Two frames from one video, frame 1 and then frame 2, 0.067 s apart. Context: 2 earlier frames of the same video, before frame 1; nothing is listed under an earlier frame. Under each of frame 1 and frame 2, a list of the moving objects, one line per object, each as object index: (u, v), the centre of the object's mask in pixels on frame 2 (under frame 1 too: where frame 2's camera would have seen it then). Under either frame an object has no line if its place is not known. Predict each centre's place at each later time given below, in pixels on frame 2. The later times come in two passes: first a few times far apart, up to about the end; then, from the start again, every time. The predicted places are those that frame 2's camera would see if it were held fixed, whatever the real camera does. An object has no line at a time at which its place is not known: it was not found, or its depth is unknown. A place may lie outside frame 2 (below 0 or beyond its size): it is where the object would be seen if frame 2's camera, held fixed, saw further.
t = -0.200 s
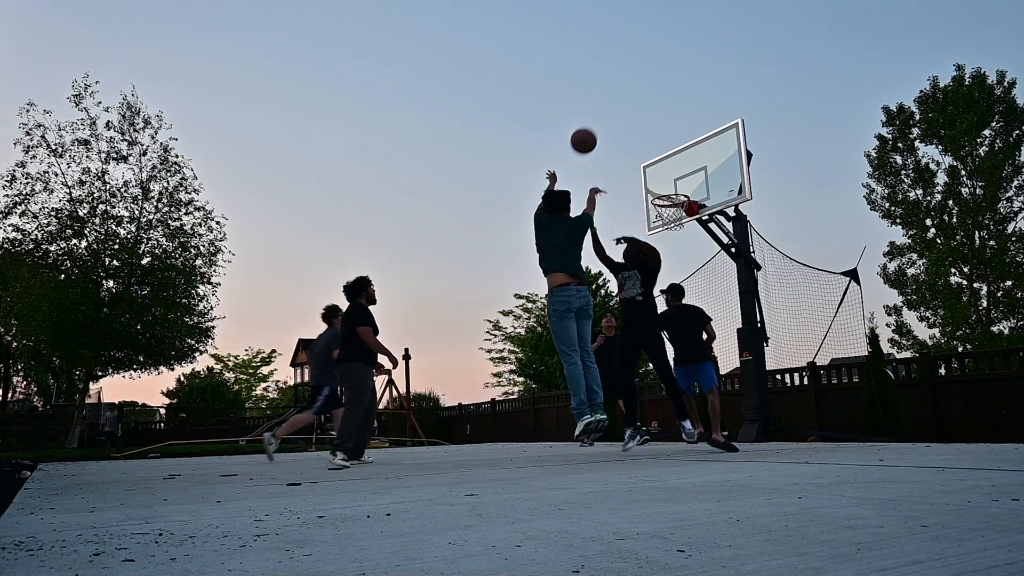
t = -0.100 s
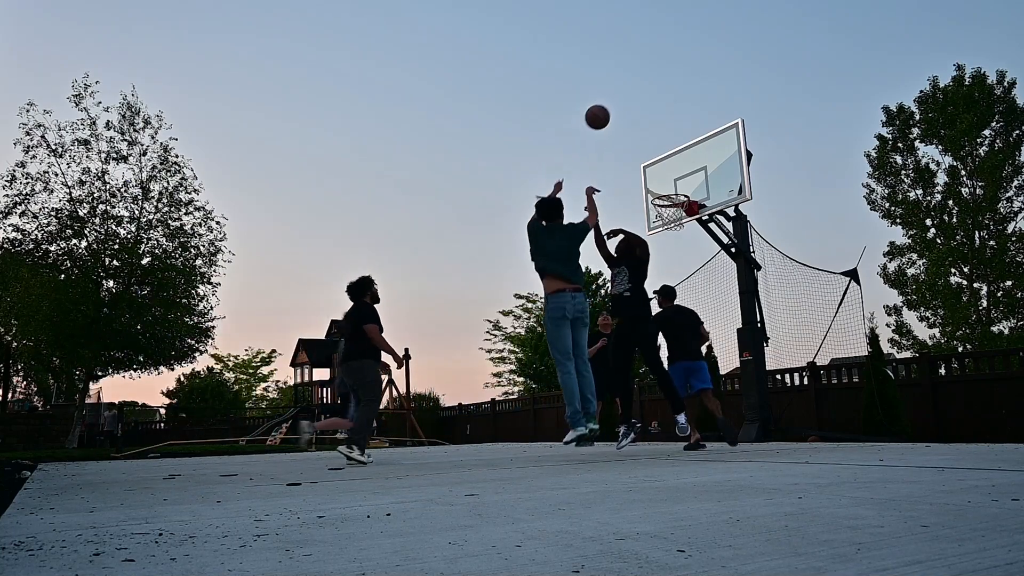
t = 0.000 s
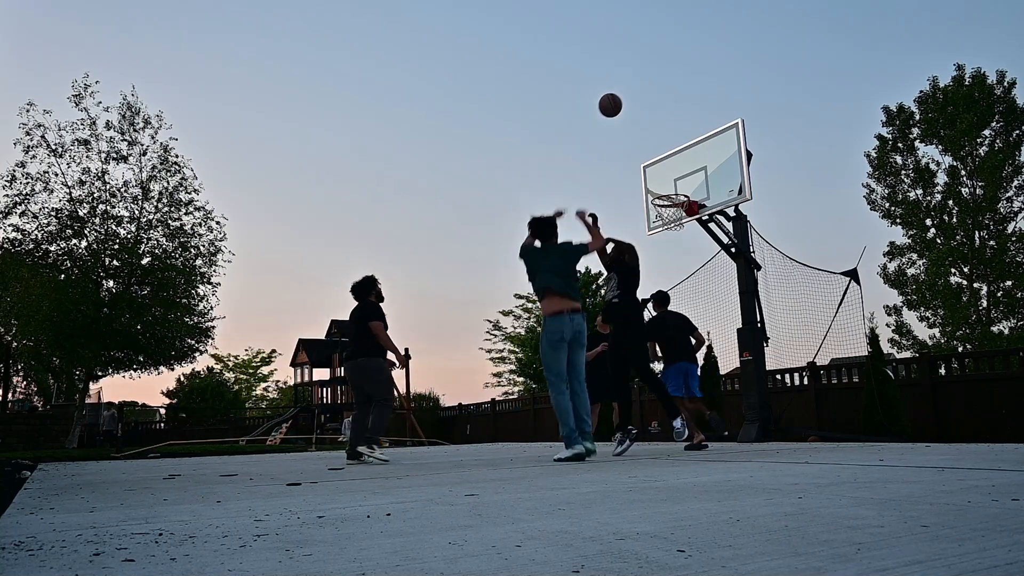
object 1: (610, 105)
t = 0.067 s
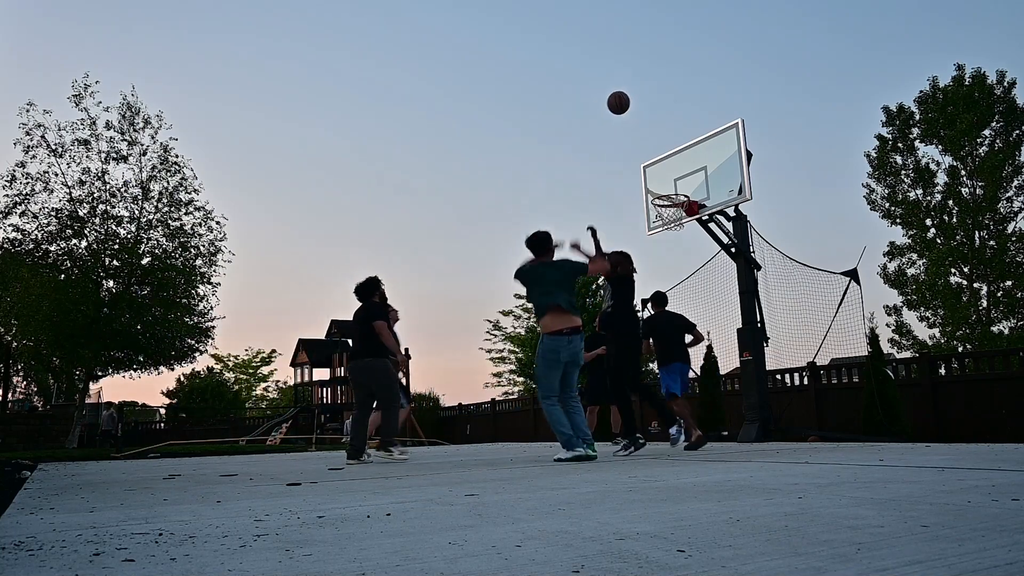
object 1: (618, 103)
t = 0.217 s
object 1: (636, 111)
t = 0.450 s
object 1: (661, 156)
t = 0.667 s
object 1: (678, 175)
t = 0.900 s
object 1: (681, 173)
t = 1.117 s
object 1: (665, 193)
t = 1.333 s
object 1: (676, 234)
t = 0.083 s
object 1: (620, 103)
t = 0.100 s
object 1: (622, 103)
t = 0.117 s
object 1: (624, 104)
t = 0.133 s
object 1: (626, 104)
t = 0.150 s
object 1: (628, 105)
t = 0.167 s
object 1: (630, 106)
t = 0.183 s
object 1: (632, 108)
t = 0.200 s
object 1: (634, 109)
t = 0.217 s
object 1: (636, 111)
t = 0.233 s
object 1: (638, 113)
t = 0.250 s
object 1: (640, 116)
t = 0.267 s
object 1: (641, 118)
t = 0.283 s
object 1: (643, 121)
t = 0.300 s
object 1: (645, 123)
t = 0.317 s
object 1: (647, 126)
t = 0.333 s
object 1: (649, 129)
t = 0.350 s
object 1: (651, 133)
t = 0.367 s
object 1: (653, 136)
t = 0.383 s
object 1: (654, 140)
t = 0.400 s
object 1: (656, 144)
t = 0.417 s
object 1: (658, 148)
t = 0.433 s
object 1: (660, 152)
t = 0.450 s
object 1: (661, 156)
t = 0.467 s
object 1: (663, 161)
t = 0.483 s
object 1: (665, 166)
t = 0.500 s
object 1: (667, 171)
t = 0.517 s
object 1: (668, 176)
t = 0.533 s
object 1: (670, 181)
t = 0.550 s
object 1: (672, 185)
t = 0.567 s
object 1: (673, 185)
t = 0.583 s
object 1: (674, 183)
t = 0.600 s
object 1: (674, 181)
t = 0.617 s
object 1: (675, 179)
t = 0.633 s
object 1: (676, 177)
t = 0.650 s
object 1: (677, 176)
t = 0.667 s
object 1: (678, 175)
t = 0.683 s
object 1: (679, 174)
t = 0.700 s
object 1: (680, 173)
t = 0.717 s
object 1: (680, 172)
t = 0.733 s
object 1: (681, 172)
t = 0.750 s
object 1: (682, 172)
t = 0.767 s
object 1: (683, 172)
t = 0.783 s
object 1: (684, 172)
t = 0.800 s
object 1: (685, 173)
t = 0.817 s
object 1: (686, 173)
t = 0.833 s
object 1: (687, 174)
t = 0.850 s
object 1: (686, 174)
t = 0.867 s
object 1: (684, 173)
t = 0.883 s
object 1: (683, 173)
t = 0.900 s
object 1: (681, 173)
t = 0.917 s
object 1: (680, 174)
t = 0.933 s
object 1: (679, 174)
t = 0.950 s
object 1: (677, 175)
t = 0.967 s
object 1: (676, 176)
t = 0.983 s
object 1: (675, 177)
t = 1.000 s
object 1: (673, 178)
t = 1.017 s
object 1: (672, 180)
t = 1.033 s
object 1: (671, 182)
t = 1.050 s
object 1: (670, 183)
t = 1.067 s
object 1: (669, 186)
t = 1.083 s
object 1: (667, 188)
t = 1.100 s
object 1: (666, 190)
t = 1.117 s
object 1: (665, 193)
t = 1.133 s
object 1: (664, 196)
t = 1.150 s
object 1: (663, 200)
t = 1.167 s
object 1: (662, 203)
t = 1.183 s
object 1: (663, 205)
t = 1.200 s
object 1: (665, 206)
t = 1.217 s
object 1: (666, 210)
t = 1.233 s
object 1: (668, 214)
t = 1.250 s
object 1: (669, 217)
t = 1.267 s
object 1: (670, 220)
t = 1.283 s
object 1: (672, 223)
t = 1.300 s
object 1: (673, 225)
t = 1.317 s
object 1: (675, 230)
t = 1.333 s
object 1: (676, 234)
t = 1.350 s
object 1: (677, 238)
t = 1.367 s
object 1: (679, 242)
